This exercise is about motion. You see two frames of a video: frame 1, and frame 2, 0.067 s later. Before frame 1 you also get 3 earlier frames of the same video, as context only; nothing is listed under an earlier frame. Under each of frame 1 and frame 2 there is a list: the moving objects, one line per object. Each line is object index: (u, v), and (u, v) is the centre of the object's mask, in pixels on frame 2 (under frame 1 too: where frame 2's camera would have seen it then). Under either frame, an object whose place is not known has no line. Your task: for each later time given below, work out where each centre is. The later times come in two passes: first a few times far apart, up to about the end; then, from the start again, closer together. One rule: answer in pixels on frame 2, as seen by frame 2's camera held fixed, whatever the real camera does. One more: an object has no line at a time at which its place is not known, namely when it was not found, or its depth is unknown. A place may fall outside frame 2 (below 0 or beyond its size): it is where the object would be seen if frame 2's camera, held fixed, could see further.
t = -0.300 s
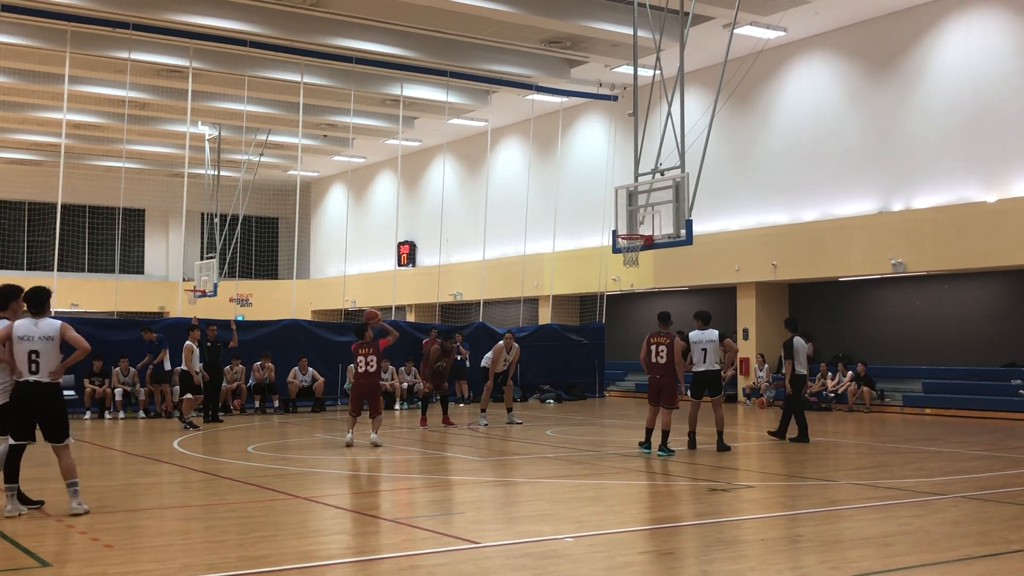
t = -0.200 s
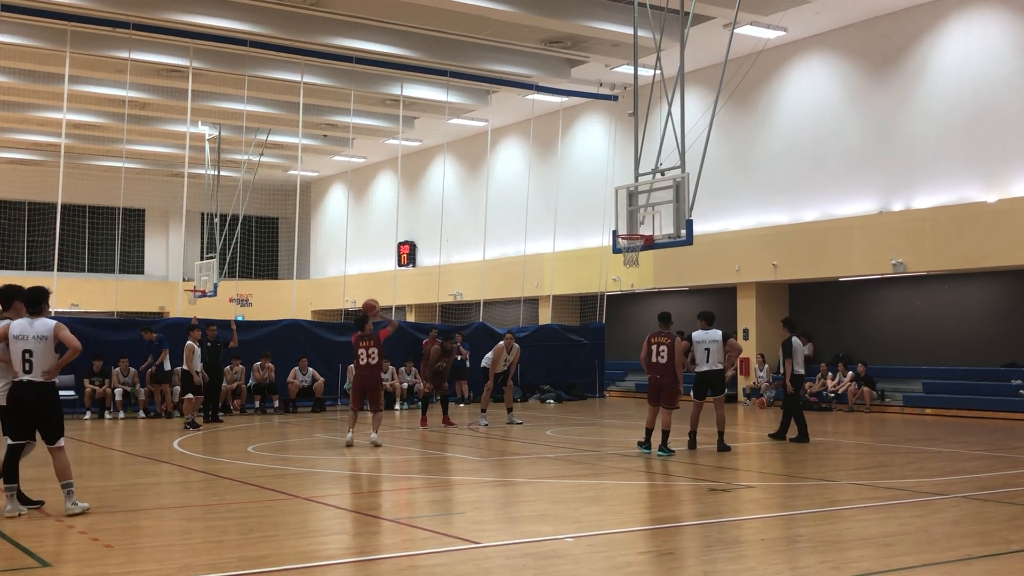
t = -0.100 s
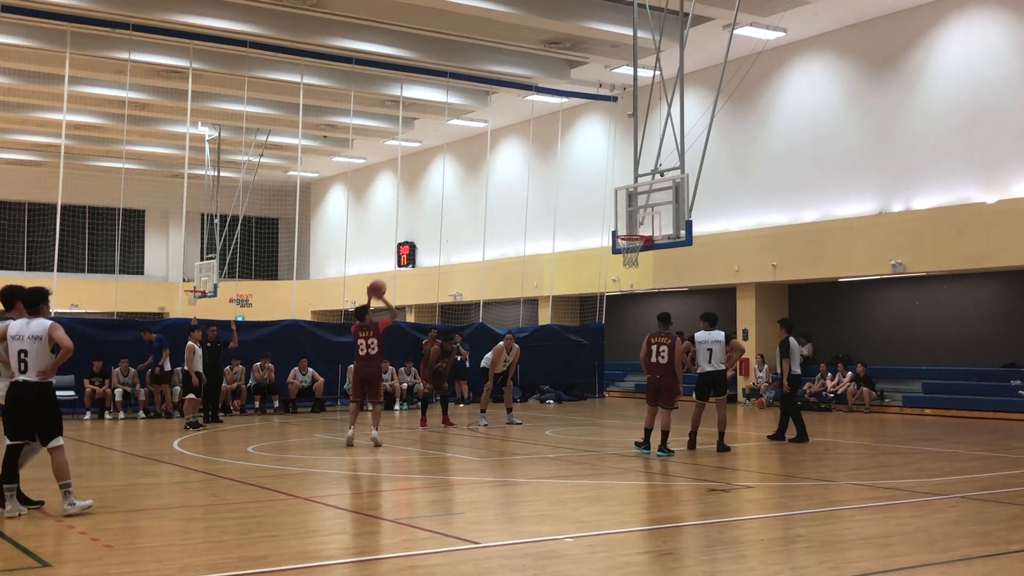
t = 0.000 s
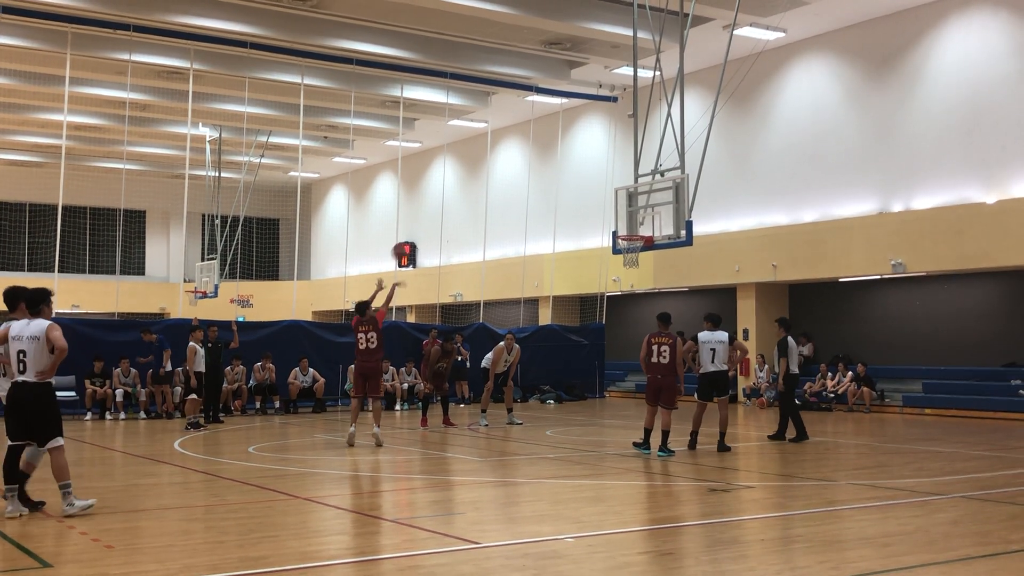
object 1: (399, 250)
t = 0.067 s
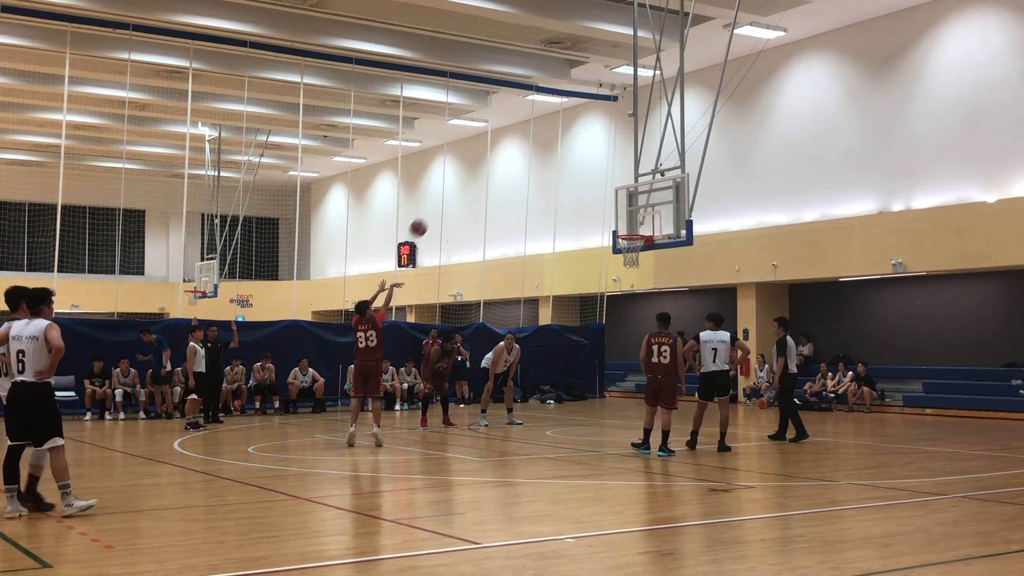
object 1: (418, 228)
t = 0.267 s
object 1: (469, 180)
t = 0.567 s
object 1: (539, 160)
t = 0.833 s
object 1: (595, 189)
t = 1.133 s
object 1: (628, 226)
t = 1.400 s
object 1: (626, 209)
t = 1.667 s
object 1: (617, 233)
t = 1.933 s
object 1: (605, 305)
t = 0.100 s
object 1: (427, 218)
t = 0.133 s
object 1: (435, 209)
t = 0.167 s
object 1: (444, 200)
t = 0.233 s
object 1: (461, 186)
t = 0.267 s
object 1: (469, 180)
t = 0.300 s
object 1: (477, 175)
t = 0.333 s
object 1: (485, 170)
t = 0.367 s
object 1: (492, 166)
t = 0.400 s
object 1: (500, 163)
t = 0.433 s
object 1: (508, 161)
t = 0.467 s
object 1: (516, 160)
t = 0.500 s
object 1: (524, 159)
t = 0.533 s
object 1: (531, 159)
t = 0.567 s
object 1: (539, 160)
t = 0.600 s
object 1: (546, 161)
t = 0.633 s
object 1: (553, 163)
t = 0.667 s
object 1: (560, 165)
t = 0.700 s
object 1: (567, 168)
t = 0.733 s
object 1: (575, 173)
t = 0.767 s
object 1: (582, 177)
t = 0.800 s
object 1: (588, 182)
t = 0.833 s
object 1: (595, 189)
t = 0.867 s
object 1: (602, 195)
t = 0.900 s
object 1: (609, 202)
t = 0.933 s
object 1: (616, 210)
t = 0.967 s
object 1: (623, 218)
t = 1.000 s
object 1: (629, 227)
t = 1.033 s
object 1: (634, 233)
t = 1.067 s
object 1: (631, 233)
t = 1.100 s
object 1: (629, 230)
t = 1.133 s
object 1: (628, 226)
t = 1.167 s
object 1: (628, 221)
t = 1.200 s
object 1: (628, 217)
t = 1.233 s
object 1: (627, 214)
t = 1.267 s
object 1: (627, 211)
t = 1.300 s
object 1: (627, 210)
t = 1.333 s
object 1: (626, 209)
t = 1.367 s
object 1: (626, 208)
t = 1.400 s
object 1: (626, 209)
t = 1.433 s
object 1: (625, 210)
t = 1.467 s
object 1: (625, 211)
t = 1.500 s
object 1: (625, 213)
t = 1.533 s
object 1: (624, 216)
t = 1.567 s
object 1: (622, 220)
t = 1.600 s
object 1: (620, 224)
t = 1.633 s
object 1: (618, 229)
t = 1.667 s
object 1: (617, 233)
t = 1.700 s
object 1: (613, 242)
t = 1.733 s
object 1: (612, 250)
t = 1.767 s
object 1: (612, 257)
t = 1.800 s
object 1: (610, 264)
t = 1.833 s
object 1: (609, 273)
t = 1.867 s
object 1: (608, 283)
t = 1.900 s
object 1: (606, 293)
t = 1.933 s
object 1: (605, 305)
